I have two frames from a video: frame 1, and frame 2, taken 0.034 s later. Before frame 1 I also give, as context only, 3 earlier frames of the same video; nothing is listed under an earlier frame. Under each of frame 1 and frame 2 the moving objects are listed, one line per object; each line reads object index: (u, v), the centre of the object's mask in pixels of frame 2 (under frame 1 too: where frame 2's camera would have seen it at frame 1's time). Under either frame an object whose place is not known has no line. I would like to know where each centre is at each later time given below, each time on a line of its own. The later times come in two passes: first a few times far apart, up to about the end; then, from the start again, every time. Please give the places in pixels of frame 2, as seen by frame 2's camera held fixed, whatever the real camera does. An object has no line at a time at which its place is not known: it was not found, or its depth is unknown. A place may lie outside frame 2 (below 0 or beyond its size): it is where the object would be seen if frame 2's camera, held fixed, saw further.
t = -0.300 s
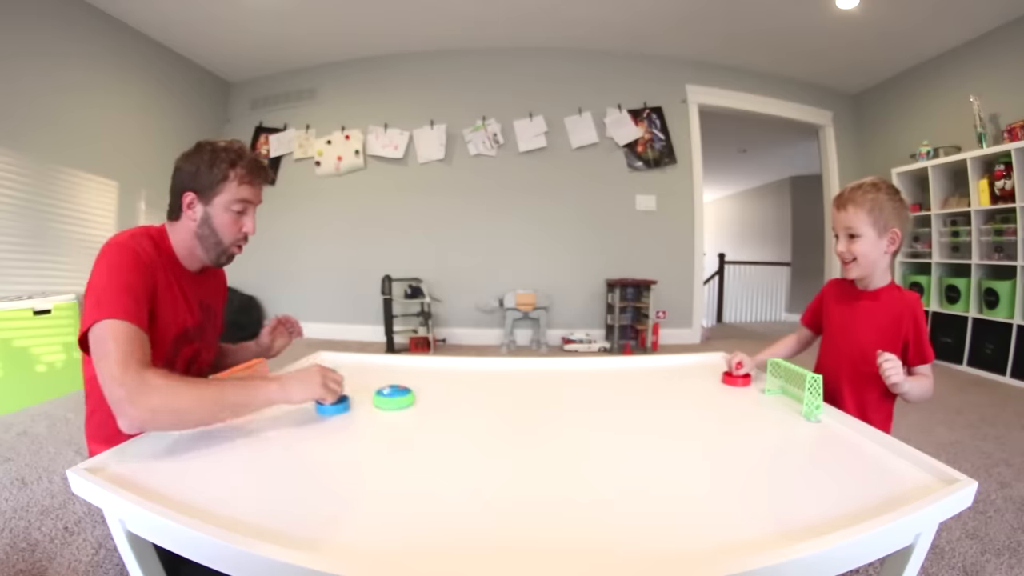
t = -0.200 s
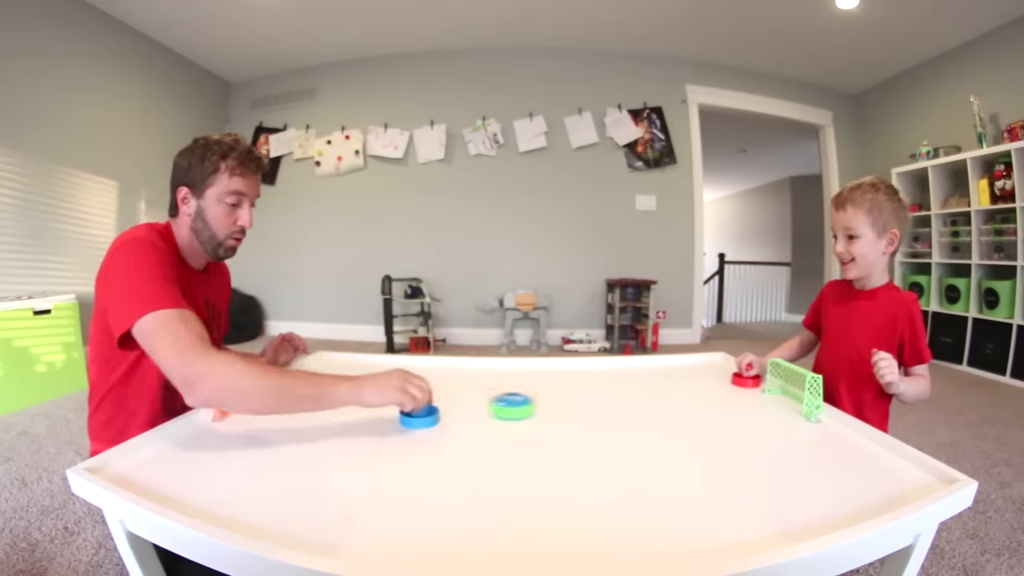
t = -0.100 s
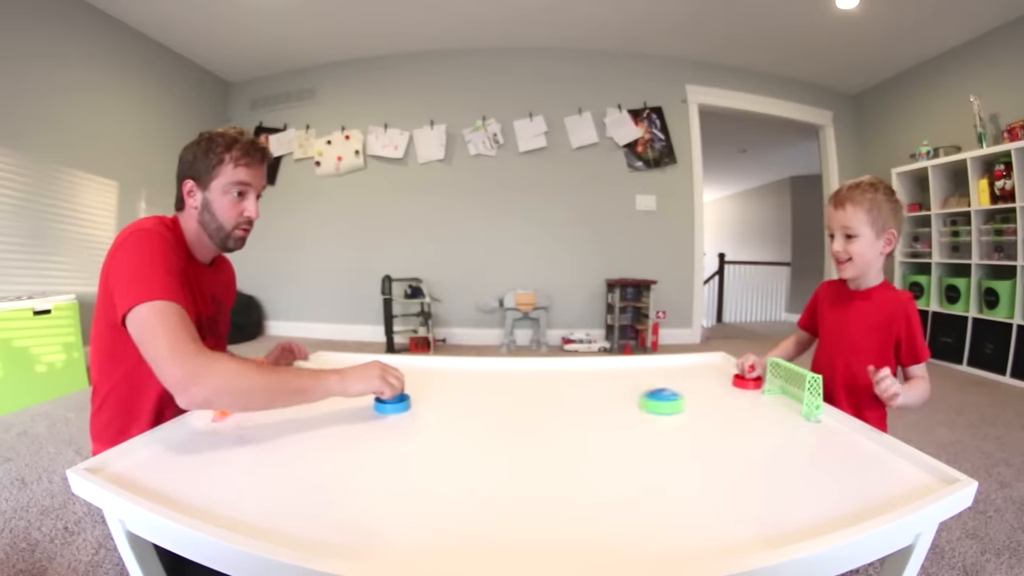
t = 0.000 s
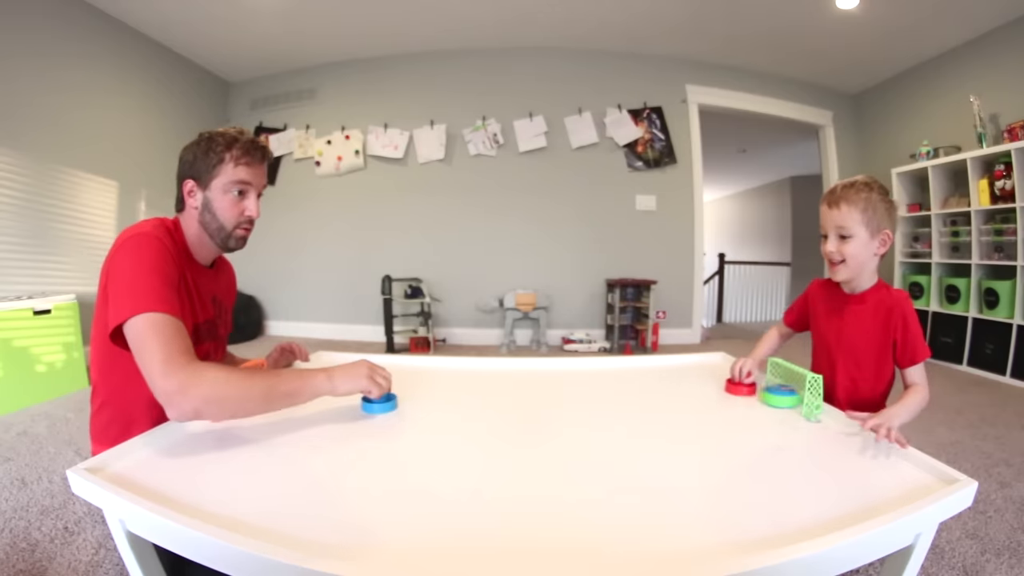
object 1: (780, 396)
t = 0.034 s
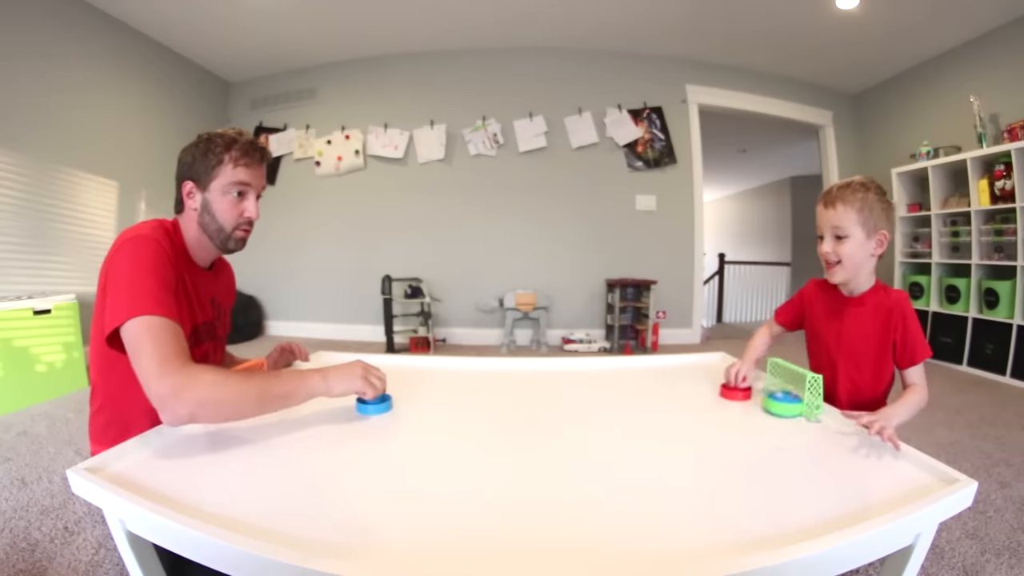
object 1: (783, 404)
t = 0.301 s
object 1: (697, 508)
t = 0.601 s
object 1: (412, 468)
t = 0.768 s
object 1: (322, 425)
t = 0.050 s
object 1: (780, 409)
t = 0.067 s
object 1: (777, 413)
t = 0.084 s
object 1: (774, 418)
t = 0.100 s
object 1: (770, 422)
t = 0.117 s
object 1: (766, 428)
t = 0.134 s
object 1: (763, 433)
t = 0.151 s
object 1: (758, 439)
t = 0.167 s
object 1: (753, 444)
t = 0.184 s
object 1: (748, 451)
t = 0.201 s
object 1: (742, 457)
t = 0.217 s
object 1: (737, 464)
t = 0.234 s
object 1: (730, 472)
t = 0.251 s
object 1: (722, 480)
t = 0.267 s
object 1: (715, 489)
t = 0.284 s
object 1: (706, 498)
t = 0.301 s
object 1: (697, 508)
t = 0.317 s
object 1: (687, 519)
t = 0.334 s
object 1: (675, 531)
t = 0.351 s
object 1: (662, 541)
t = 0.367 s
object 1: (643, 544)
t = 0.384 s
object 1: (623, 540)
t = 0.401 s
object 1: (603, 535)
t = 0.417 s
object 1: (583, 529)
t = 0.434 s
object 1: (563, 523)
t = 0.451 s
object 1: (544, 518)
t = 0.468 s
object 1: (527, 512)
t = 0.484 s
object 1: (510, 506)
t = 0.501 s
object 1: (494, 500)
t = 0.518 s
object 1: (479, 495)
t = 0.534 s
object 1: (464, 489)
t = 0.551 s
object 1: (450, 484)
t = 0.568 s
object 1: (437, 478)
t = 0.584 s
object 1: (424, 473)
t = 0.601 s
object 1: (412, 468)
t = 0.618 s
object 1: (401, 462)
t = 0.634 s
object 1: (390, 458)
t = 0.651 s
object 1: (380, 453)
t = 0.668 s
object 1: (370, 449)
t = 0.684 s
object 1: (361, 444)
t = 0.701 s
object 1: (352, 440)
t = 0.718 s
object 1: (344, 436)
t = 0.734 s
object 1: (336, 432)
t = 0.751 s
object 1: (329, 428)
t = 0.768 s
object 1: (322, 425)
